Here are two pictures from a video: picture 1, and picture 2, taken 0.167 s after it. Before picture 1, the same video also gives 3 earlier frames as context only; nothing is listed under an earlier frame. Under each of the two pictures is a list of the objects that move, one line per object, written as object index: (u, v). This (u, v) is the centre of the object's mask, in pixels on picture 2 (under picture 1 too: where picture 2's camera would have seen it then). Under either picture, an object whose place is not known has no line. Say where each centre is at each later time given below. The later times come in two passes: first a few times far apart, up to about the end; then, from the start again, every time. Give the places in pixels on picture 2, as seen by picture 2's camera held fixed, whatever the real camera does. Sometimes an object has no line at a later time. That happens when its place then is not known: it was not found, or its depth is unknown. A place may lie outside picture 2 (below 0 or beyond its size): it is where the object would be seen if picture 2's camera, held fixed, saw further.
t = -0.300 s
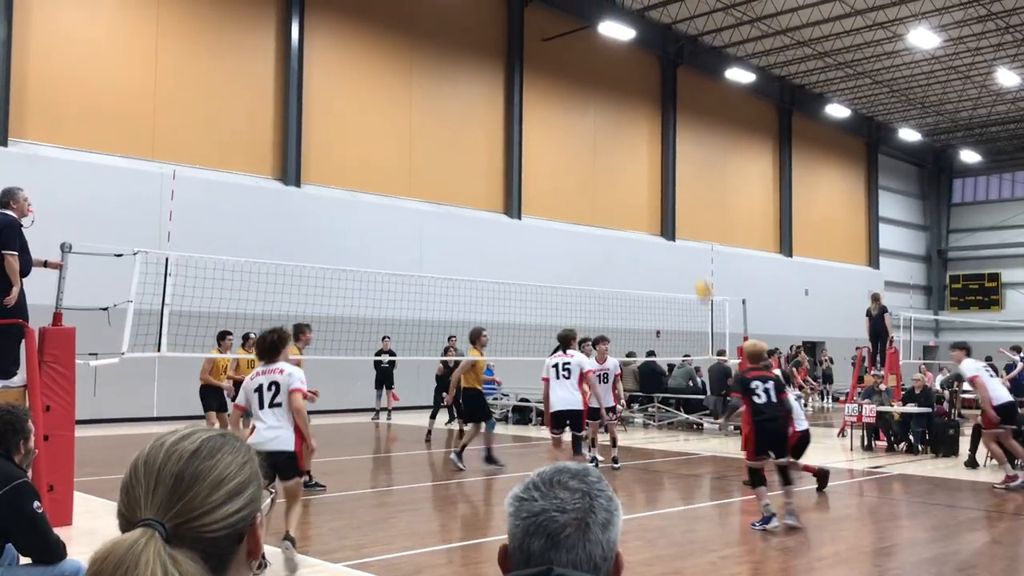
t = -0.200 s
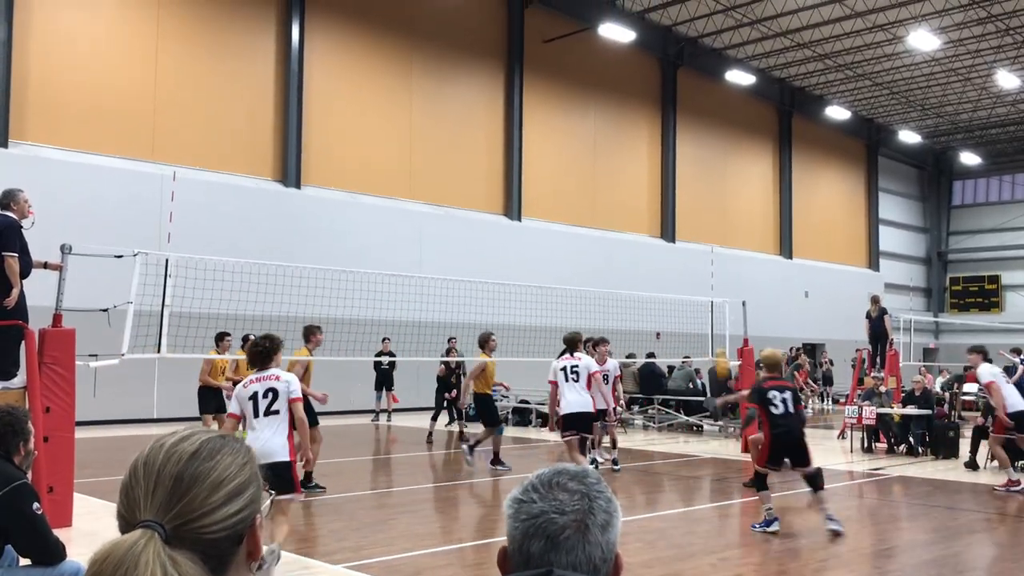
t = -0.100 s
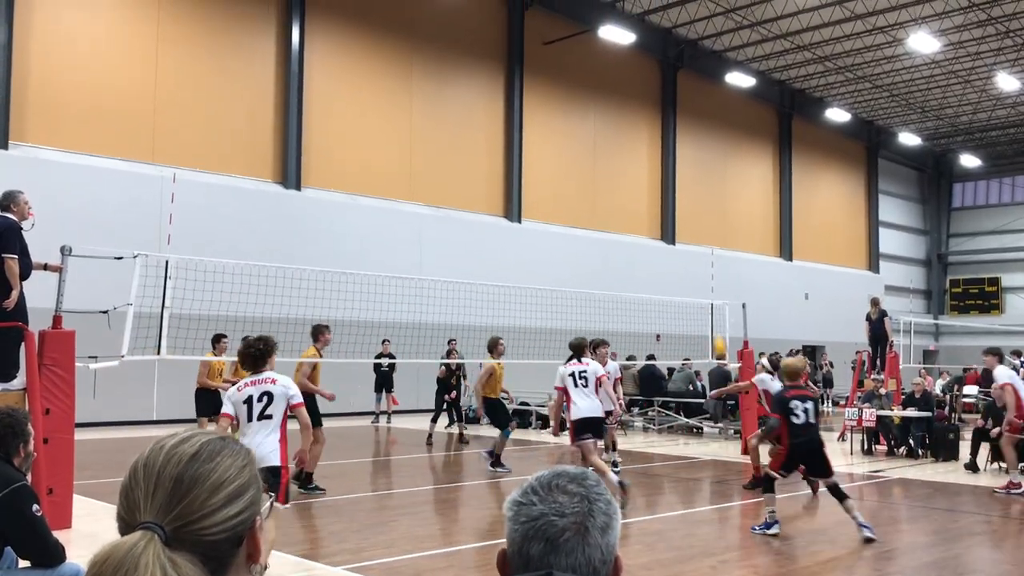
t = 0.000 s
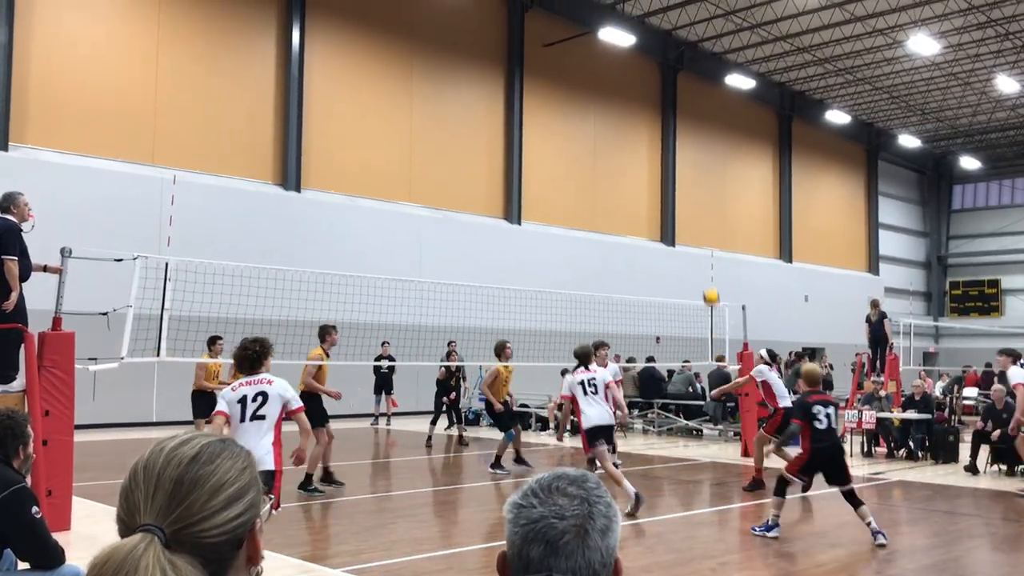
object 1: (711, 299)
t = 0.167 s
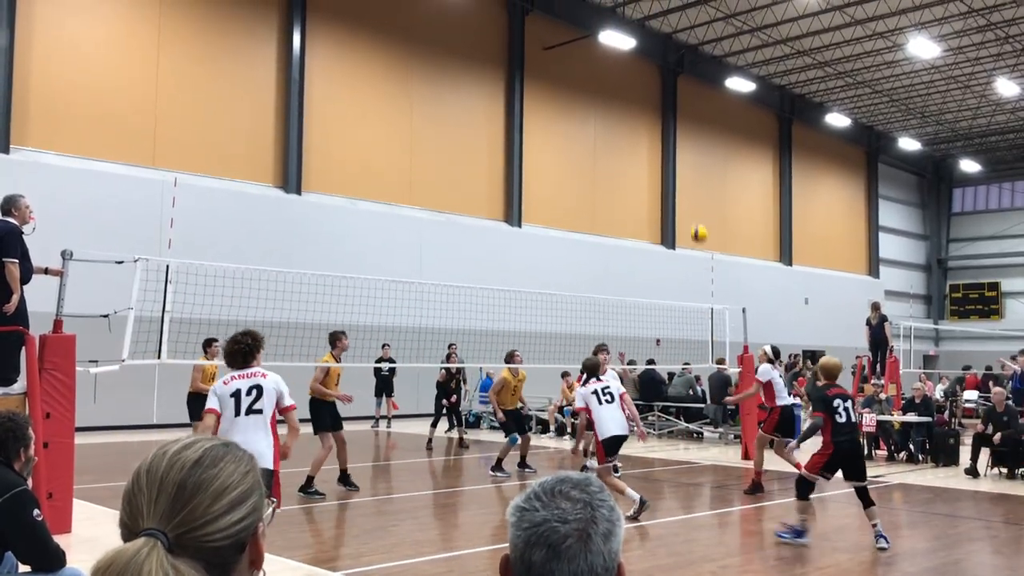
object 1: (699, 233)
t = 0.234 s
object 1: (694, 213)
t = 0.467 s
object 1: (678, 173)
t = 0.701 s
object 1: (661, 173)
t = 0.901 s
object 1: (647, 206)
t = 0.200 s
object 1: (697, 223)
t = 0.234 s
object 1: (694, 213)
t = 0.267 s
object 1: (692, 205)
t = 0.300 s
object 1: (690, 197)
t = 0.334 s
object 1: (687, 191)
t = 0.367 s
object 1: (685, 185)
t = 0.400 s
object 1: (682, 180)
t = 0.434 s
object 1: (680, 176)
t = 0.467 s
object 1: (678, 173)
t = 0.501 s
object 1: (675, 170)
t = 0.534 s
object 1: (673, 169)
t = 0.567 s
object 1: (670, 168)
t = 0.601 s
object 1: (668, 168)
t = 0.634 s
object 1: (666, 169)
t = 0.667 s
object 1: (663, 171)
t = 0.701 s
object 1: (661, 173)
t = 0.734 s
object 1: (659, 177)
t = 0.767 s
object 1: (657, 181)
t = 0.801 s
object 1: (654, 186)
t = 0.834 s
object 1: (652, 192)
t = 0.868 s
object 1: (649, 198)
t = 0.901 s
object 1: (647, 206)
